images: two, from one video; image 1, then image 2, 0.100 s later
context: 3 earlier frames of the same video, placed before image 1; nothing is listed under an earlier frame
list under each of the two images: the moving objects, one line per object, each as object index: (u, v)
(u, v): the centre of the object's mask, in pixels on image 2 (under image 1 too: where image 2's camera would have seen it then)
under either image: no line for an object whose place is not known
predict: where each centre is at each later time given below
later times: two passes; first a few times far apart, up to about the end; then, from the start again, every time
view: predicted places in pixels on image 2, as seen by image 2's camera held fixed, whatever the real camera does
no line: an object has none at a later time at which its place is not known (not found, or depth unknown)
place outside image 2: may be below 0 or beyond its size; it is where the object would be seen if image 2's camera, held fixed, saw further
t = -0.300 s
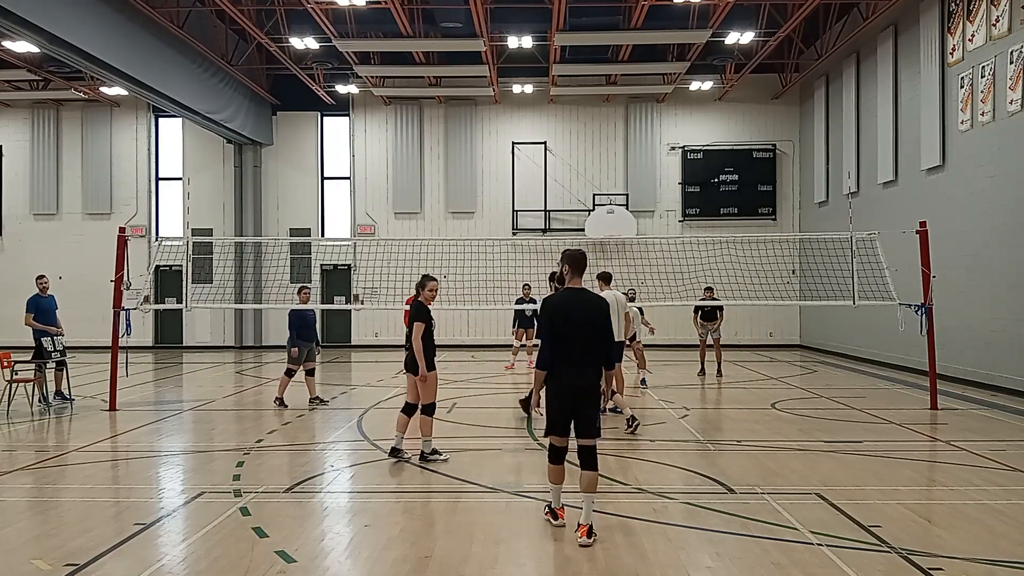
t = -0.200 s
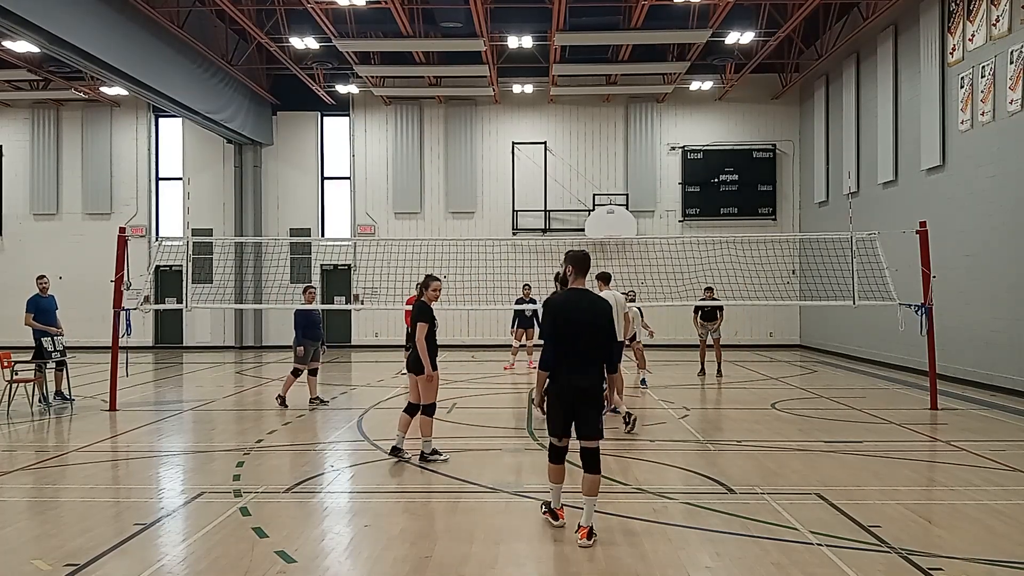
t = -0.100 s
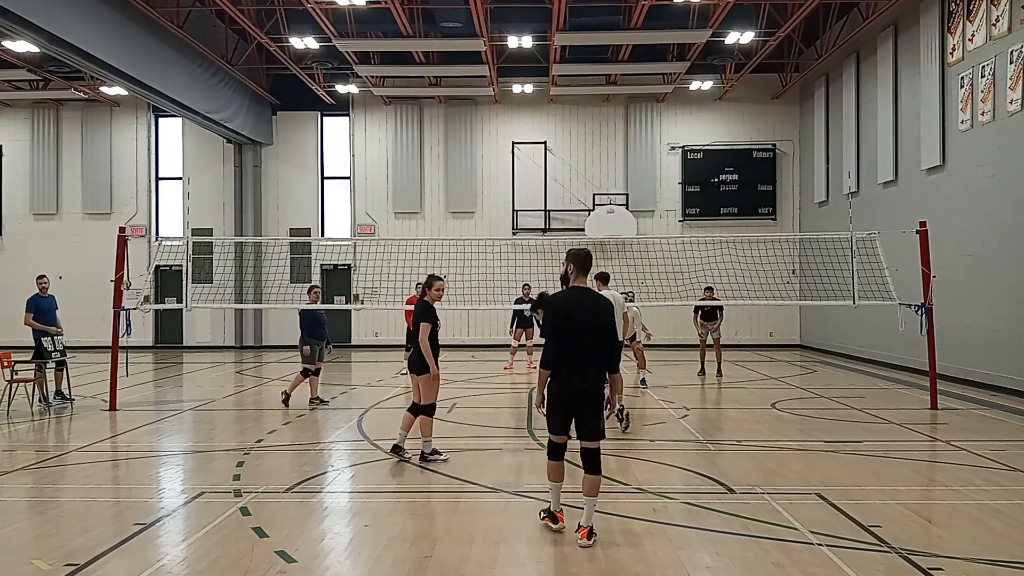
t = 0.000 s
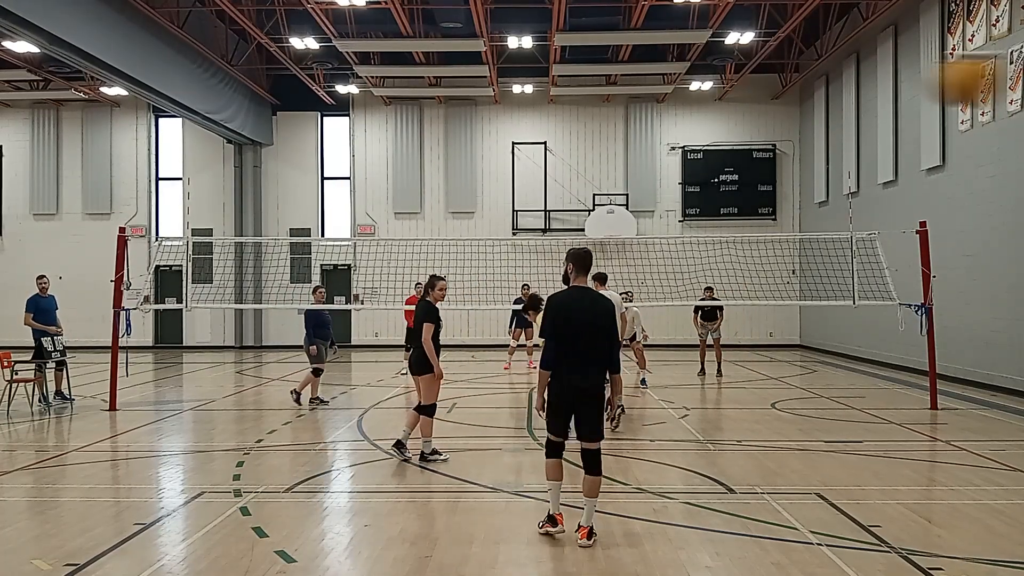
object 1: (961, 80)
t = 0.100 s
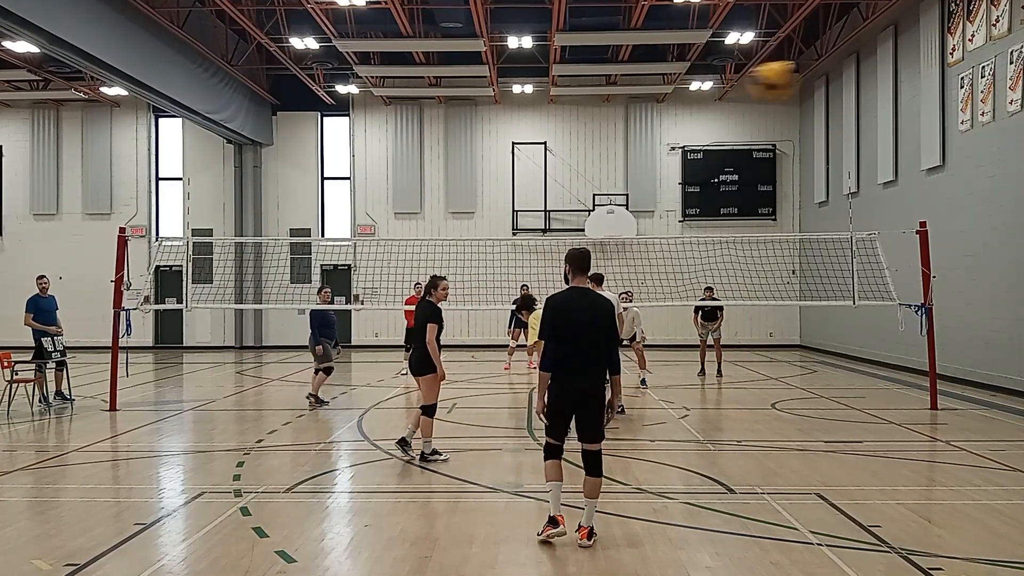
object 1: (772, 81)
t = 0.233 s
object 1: (654, 99)
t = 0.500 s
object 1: (555, 168)
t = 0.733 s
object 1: (520, 231)
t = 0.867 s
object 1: (508, 269)
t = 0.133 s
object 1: (735, 84)
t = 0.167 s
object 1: (701, 89)
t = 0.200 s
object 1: (675, 94)
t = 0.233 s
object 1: (654, 99)
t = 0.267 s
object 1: (635, 106)
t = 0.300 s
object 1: (619, 114)
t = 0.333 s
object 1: (605, 122)
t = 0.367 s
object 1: (592, 131)
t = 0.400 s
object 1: (581, 140)
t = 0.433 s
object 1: (571, 149)
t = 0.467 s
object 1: (562, 158)
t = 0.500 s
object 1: (555, 168)
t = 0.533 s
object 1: (549, 176)
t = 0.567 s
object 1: (542, 185)
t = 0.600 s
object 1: (537, 193)
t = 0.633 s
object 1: (533, 202)
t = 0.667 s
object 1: (529, 211)
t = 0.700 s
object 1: (525, 220)
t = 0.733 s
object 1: (520, 231)
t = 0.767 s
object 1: (516, 239)
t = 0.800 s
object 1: (514, 250)
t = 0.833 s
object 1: (511, 260)
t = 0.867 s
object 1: (508, 269)
